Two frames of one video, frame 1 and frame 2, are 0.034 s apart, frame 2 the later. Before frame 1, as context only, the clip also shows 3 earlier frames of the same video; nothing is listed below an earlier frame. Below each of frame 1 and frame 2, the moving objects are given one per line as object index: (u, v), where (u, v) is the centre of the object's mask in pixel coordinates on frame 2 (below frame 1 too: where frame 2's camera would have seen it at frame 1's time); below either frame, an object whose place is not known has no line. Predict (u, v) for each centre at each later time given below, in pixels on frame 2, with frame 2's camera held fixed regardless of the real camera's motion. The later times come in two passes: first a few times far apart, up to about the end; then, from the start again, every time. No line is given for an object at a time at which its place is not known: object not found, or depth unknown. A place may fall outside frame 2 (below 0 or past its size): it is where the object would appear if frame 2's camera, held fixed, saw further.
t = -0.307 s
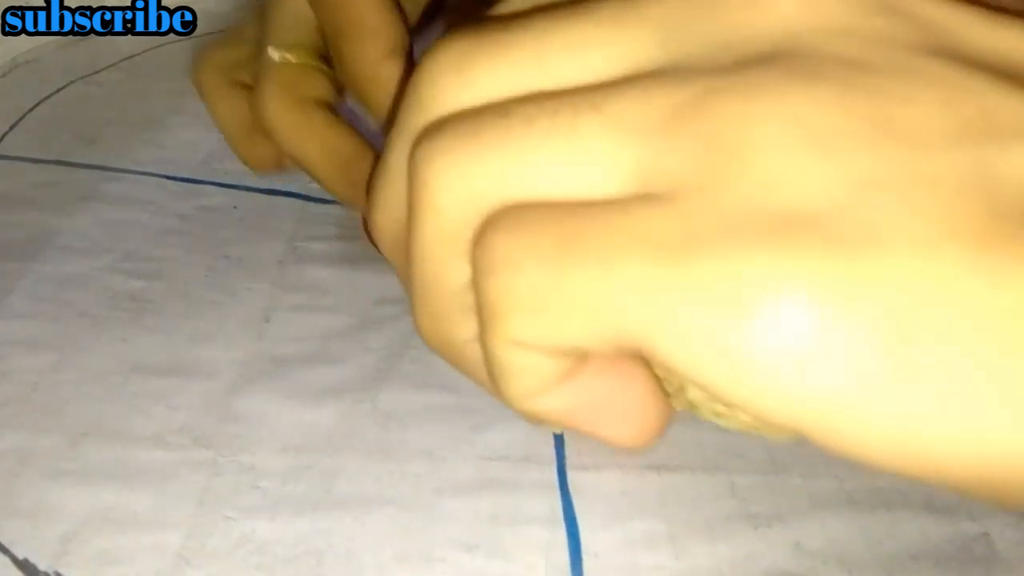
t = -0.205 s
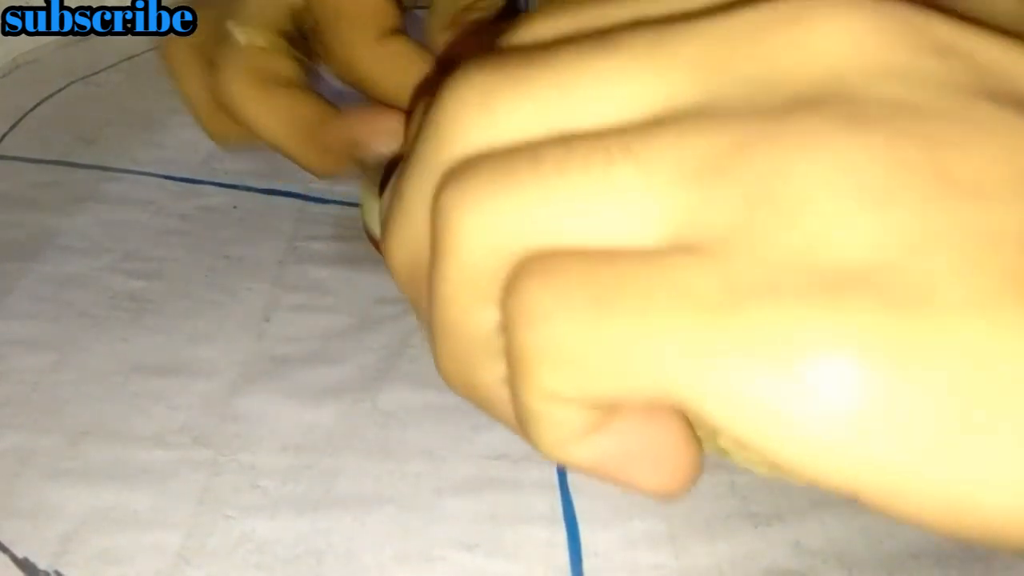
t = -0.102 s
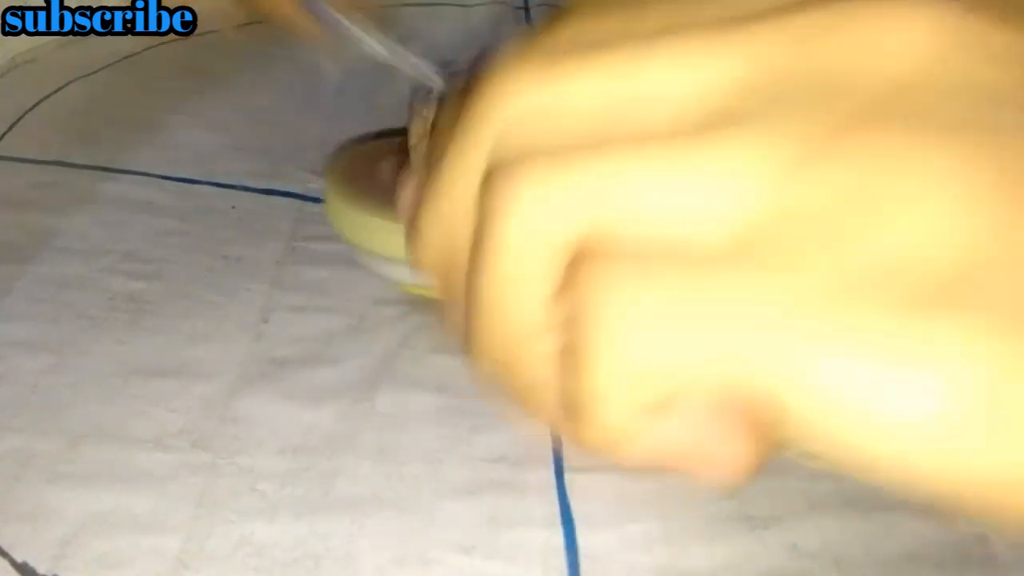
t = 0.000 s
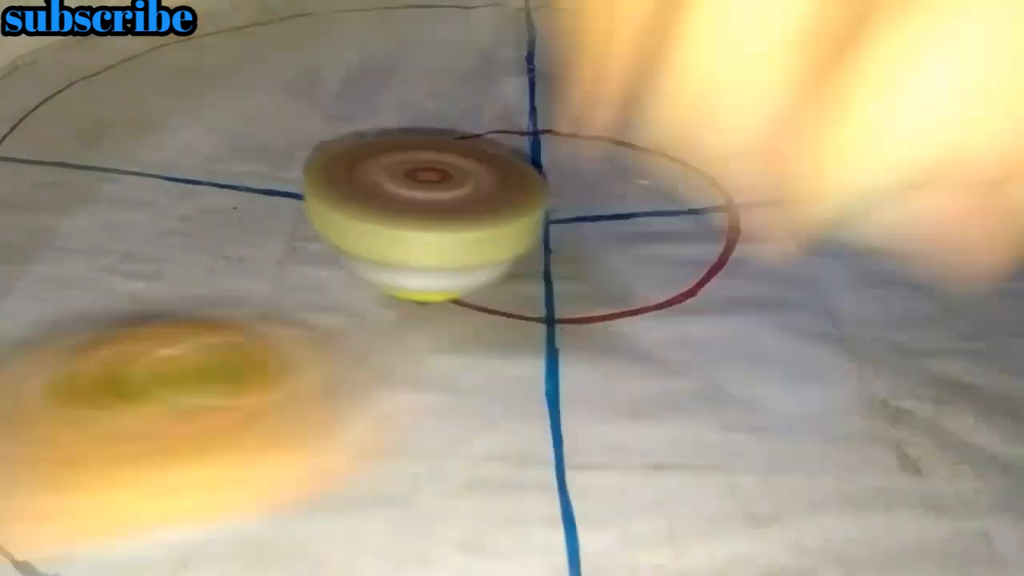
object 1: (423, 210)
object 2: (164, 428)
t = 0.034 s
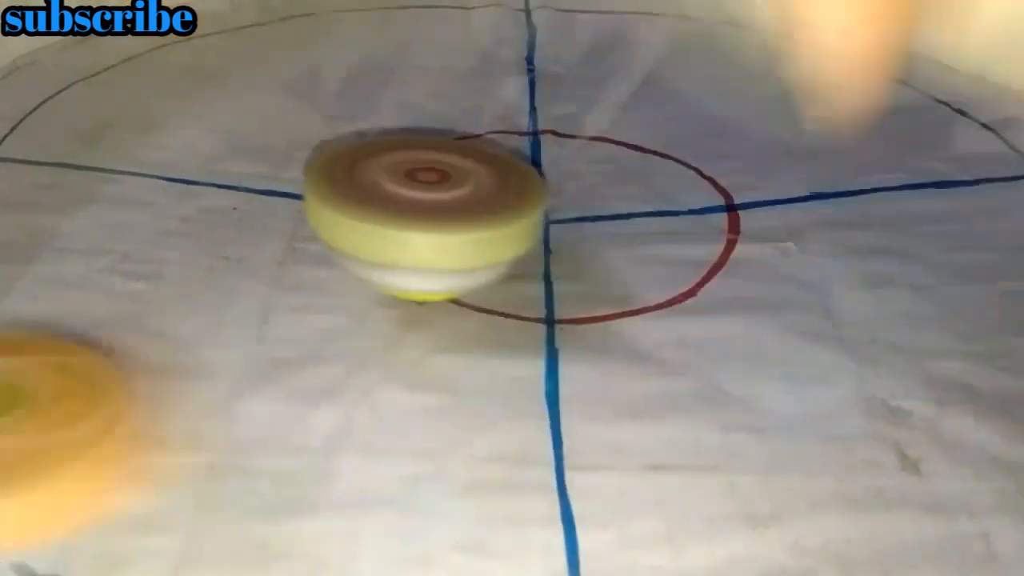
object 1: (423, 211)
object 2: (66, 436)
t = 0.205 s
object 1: (409, 208)
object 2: (88, 303)
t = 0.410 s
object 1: (421, 208)
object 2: (99, 231)
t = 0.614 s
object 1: (485, 189)
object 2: (174, 147)
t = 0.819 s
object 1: (568, 140)
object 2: (253, 105)
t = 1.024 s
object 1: (594, 81)
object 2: (377, 88)
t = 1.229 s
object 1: (683, 48)
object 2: (408, 69)
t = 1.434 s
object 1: (768, 37)
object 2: (448, 73)
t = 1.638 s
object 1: (857, 35)
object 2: (531, 93)
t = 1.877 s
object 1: (948, 42)
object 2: (592, 107)
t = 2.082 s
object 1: (960, 60)
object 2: (601, 105)
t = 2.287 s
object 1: (939, 98)
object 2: (600, 107)
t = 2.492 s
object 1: (853, 140)
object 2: (586, 116)
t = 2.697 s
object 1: (731, 157)
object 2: (545, 125)
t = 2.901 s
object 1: (647, 165)
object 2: (456, 132)
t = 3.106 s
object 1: (660, 214)
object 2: (395, 89)
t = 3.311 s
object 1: (591, 217)
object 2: (410, 88)
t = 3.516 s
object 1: (530, 206)
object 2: (452, 84)
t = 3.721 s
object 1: (498, 187)
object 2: (535, 80)
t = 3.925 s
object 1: (492, 163)
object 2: (622, 102)
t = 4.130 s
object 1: (479, 143)
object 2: (649, 123)
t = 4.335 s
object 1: (458, 120)
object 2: (650, 166)
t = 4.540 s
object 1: (451, 96)
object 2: (573, 193)
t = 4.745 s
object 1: (501, 79)
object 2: (478, 190)
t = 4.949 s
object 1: (566, 77)
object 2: (451, 155)
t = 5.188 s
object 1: (677, 95)
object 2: (418, 90)
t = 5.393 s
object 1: (709, 131)
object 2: (496, 31)
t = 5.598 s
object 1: (666, 166)
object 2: (454, 21)
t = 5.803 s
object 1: (567, 165)
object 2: (482, 29)
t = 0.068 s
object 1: (423, 210)
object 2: (53, 390)
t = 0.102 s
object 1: (419, 209)
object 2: (65, 365)
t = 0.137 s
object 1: (417, 208)
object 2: (74, 349)
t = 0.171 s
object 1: (412, 207)
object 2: (81, 323)
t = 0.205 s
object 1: (409, 208)
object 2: (88, 303)
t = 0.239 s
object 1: (408, 209)
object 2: (93, 286)
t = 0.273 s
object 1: (408, 210)
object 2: (98, 274)
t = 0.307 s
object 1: (411, 209)
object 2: (101, 263)
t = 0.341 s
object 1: (414, 209)
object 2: (102, 252)
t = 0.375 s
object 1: (417, 209)
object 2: (102, 243)
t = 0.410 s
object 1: (421, 208)
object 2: (99, 231)
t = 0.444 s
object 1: (426, 205)
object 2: (100, 216)
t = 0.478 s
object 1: (435, 203)
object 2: (106, 200)
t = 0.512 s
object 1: (448, 201)
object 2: (117, 186)
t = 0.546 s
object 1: (459, 198)
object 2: (139, 173)
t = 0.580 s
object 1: (471, 194)
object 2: (159, 159)
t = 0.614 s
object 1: (485, 189)
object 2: (174, 147)
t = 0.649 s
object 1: (500, 182)
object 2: (191, 135)
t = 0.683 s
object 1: (516, 176)
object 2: (207, 125)
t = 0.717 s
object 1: (532, 168)
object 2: (222, 116)
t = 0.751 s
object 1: (546, 160)
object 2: (234, 111)
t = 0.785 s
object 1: (560, 151)
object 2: (243, 108)
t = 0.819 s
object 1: (568, 140)
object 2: (253, 105)
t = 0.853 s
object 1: (573, 130)
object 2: (264, 101)
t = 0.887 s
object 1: (579, 118)
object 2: (277, 97)
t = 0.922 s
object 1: (584, 108)
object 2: (295, 92)
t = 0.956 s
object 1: (590, 99)
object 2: (318, 89)
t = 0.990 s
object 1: (593, 90)
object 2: (348, 88)
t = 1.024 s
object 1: (594, 81)
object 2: (377, 88)
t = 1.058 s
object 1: (593, 73)
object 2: (403, 87)
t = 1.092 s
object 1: (593, 66)
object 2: (422, 84)
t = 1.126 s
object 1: (605, 61)
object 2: (434, 82)
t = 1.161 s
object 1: (639, 56)
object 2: (420, 77)
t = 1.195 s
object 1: (665, 51)
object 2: (410, 72)
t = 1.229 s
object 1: (683, 48)
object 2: (408, 69)
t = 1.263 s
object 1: (698, 45)
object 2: (411, 65)
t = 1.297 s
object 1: (712, 43)
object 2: (416, 64)
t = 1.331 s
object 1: (727, 41)
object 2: (422, 64)
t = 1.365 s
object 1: (741, 40)
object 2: (430, 67)
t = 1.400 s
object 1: (756, 39)
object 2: (439, 69)
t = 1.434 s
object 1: (768, 37)
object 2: (448, 73)
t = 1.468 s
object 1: (782, 37)
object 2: (460, 77)
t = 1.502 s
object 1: (798, 37)
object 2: (473, 81)
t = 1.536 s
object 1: (811, 38)
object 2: (487, 84)
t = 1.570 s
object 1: (825, 37)
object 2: (500, 86)
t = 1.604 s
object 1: (839, 36)
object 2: (516, 90)
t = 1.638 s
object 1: (857, 35)
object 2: (531, 93)
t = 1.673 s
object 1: (875, 35)
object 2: (543, 96)
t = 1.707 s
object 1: (890, 37)
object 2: (555, 101)
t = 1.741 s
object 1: (905, 37)
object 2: (567, 106)
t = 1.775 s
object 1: (920, 38)
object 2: (577, 109)
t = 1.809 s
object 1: (933, 38)
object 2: (584, 110)
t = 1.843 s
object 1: (941, 41)
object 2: (589, 110)
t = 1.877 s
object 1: (948, 42)
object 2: (592, 107)
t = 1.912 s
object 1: (954, 44)
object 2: (593, 106)
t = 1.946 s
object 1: (956, 46)
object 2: (595, 107)
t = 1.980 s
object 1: (958, 49)
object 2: (597, 106)
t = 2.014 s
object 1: (958, 52)
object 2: (600, 104)
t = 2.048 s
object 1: (959, 56)
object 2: (601, 104)
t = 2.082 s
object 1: (960, 60)
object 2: (601, 105)
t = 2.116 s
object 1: (958, 66)
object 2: (600, 105)
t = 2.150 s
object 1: (955, 72)
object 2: (599, 106)
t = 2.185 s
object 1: (952, 78)
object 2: (599, 105)
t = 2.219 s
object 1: (947, 84)
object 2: (599, 106)
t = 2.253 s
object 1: (944, 91)
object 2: (599, 106)
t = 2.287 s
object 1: (939, 98)
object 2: (600, 107)
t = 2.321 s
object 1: (933, 105)
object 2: (600, 108)
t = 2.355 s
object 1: (925, 113)
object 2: (599, 108)
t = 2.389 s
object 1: (914, 119)
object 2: (598, 110)
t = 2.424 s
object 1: (898, 125)
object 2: (595, 111)
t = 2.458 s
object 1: (876, 133)
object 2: (591, 114)
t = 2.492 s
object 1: (853, 140)
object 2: (586, 116)
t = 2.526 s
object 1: (831, 144)
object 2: (579, 118)
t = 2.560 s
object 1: (812, 148)
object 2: (573, 119)
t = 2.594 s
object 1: (791, 151)
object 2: (567, 121)
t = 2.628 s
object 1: (769, 153)
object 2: (559, 123)
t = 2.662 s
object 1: (748, 156)
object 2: (551, 124)
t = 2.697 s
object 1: (731, 157)
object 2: (545, 125)
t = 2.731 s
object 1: (724, 159)
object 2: (532, 124)
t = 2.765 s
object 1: (714, 161)
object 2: (514, 122)
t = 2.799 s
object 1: (701, 163)
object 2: (498, 123)
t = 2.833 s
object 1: (685, 164)
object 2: (483, 126)
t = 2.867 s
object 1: (667, 164)
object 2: (467, 129)
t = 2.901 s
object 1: (647, 165)
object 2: (456, 132)
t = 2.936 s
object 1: (656, 176)
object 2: (437, 122)
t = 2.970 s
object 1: (670, 187)
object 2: (416, 108)
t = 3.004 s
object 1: (673, 198)
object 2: (405, 99)
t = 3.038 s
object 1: (674, 207)
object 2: (400, 96)
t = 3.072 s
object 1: (669, 210)
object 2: (398, 92)
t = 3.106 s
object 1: (660, 214)
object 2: (395, 89)
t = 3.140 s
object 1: (649, 216)
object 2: (393, 89)
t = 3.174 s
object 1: (640, 216)
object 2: (392, 89)
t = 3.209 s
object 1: (629, 217)
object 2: (395, 90)
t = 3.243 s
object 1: (618, 218)
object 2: (399, 89)
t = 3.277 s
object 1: (604, 217)
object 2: (404, 89)
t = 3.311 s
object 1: (591, 217)
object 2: (410, 88)
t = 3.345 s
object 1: (577, 215)
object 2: (416, 88)
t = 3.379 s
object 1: (567, 214)
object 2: (423, 88)
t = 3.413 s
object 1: (558, 213)
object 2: (427, 88)
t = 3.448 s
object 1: (549, 210)
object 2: (434, 86)
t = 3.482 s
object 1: (541, 208)
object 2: (443, 86)
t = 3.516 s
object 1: (530, 206)
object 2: (452, 84)
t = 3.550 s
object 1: (521, 204)
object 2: (464, 83)
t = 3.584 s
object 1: (512, 201)
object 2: (476, 82)
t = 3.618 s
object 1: (507, 197)
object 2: (489, 81)
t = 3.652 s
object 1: (503, 193)
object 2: (502, 80)
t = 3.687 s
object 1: (500, 190)
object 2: (518, 80)
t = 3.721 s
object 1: (498, 187)
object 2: (535, 80)
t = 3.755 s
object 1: (496, 183)
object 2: (552, 82)
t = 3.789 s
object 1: (496, 179)
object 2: (570, 87)
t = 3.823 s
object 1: (499, 176)
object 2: (585, 91)
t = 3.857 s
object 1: (502, 172)
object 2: (597, 94)
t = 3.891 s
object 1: (502, 167)
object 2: (609, 96)
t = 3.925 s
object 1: (492, 163)
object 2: (622, 102)
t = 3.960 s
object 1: (488, 160)
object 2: (632, 105)
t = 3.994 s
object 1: (488, 157)
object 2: (639, 107)
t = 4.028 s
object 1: (488, 154)
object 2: (643, 109)
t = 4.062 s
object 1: (490, 150)
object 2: (646, 111)
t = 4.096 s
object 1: (487, 146)
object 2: (648, 116)
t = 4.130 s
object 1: (479, 143)
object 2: (649, 123)
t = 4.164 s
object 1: (471, 140)
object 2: (649, 130)
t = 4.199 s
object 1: (467, 137)
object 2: (648, 138)
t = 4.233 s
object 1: (465, 133)
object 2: (649, 144)
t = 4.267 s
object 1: (467, 131)
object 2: (651, 150)
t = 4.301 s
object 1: (463, 126)
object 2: (653, 160)
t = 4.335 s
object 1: (458, 120)
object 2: (650, 166)
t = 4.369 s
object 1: (452, 115)
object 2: (643, 175)
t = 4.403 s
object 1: (450, 111)
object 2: (634, 180)
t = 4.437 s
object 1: (450, 107)
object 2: (622, 185)
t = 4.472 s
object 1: (449, 104)
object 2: (608, 189)
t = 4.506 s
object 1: (450, 100)
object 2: (591, 192)
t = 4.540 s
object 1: (451, 96)
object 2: (573, 193)
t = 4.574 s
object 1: (457, 92)
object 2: (556, 194)
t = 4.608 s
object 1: (468, 87)
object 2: (539, 194)
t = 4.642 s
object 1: (477, 84)
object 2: (524, 195)
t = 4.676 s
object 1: (485, 81)
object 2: (507, 192)
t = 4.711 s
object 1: (493, 80)
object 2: (491, 192)
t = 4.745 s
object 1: (501, 79)
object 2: (478, 190)
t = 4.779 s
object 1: (511, 79)
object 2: (469, 184)
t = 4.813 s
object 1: (523, 79)
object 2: (462, 180)
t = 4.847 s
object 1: (534, 79)
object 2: (458, 174)
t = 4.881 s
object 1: (543, 75)
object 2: (454, 168)
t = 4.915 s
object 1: (553, 71)
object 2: (451, 162)
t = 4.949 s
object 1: (566, 77)
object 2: (451, 155)
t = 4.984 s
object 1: (577, 82)
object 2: (453, 152)
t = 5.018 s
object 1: (606, 84)
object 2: (430, 140)
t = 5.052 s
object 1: (631, 86)
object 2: (408, 130)
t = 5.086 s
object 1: (644, 90)
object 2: (398, 119)
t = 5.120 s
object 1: (653, 91)
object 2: (400, 110)
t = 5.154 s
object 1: (665, 92)
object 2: (405, 100)
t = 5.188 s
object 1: (677, 95)
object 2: (418, 90)
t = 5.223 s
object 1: (687, 101)
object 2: (429, 78)
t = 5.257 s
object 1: (696, 105)
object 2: (444, 64)
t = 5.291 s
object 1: (702, 110)
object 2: (460, 60)
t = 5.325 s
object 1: (707, 117)
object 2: (474, 53)
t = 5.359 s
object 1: (709, 124)
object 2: (487, 47)
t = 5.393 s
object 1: (709, 131)
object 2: (496, 31)
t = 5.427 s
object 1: (705, 138)
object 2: (500, 26)
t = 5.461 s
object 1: (698, 147)
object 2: (499, 17)
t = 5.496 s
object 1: (693, 153)
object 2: (497, 13)
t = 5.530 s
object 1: (686, 160)
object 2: (488, 10)
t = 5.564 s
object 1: (677, 162)
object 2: (463, 19)
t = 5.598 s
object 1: (666, 166)
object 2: (454, 21)
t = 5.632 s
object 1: (652, 168)
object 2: (448, 21)
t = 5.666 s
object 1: (635, 170)
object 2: (452, 21)
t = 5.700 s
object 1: (617, 170)
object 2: (463, 20)
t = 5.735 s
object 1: (601, 168)
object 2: (467, 23)
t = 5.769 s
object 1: (584, 168)
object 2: (471, 26)
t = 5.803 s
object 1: (567, 165)
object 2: (482, 29)
